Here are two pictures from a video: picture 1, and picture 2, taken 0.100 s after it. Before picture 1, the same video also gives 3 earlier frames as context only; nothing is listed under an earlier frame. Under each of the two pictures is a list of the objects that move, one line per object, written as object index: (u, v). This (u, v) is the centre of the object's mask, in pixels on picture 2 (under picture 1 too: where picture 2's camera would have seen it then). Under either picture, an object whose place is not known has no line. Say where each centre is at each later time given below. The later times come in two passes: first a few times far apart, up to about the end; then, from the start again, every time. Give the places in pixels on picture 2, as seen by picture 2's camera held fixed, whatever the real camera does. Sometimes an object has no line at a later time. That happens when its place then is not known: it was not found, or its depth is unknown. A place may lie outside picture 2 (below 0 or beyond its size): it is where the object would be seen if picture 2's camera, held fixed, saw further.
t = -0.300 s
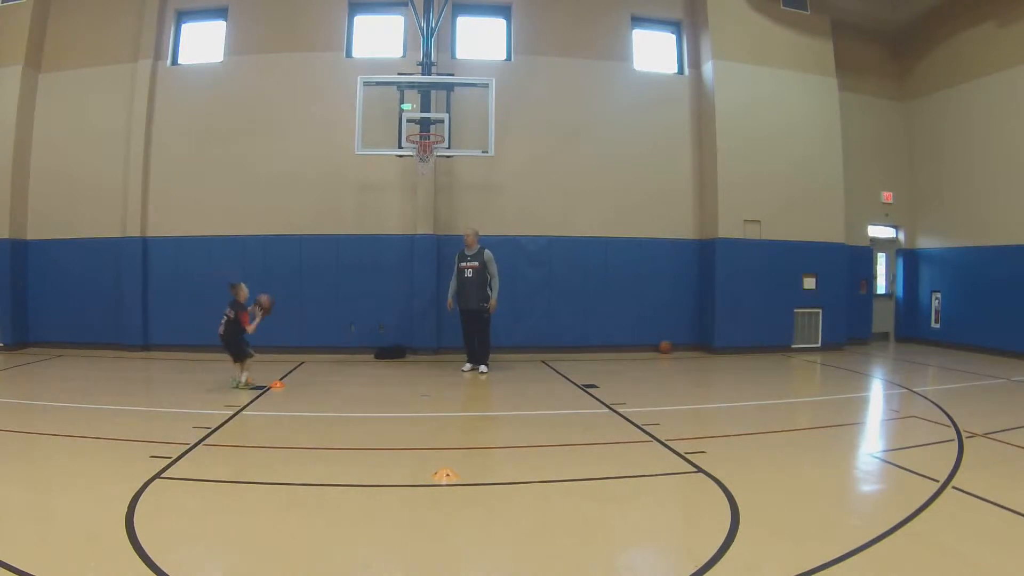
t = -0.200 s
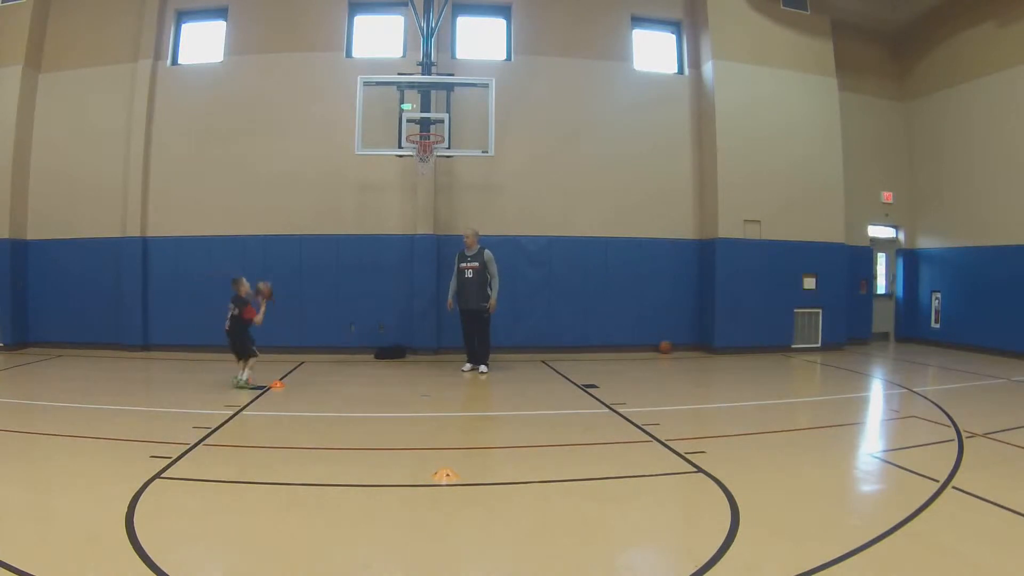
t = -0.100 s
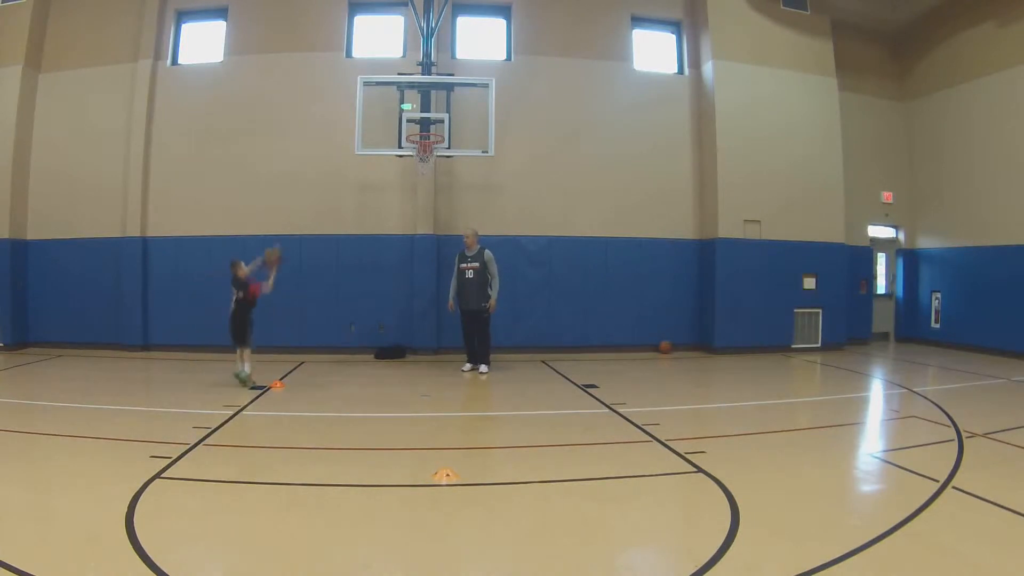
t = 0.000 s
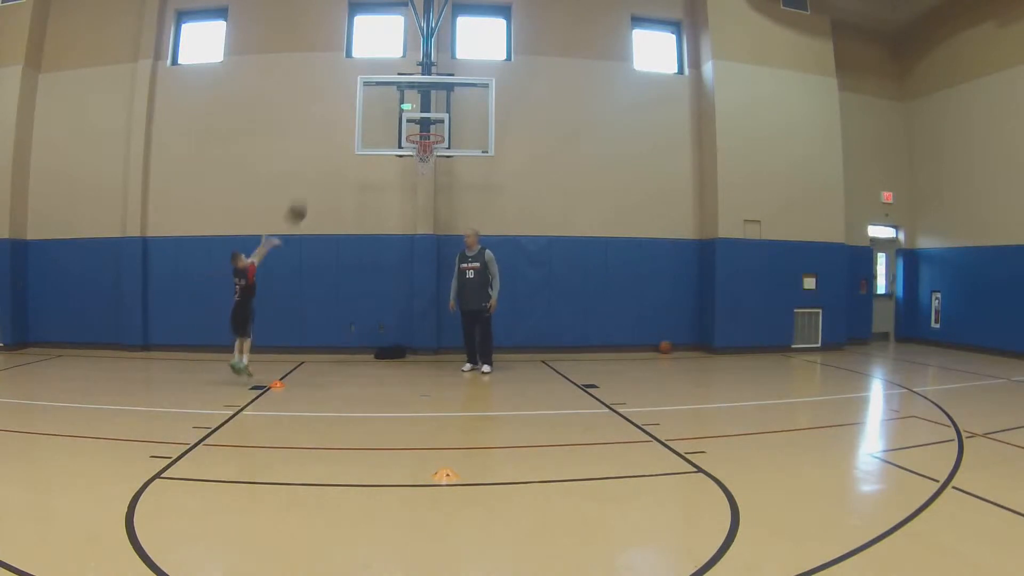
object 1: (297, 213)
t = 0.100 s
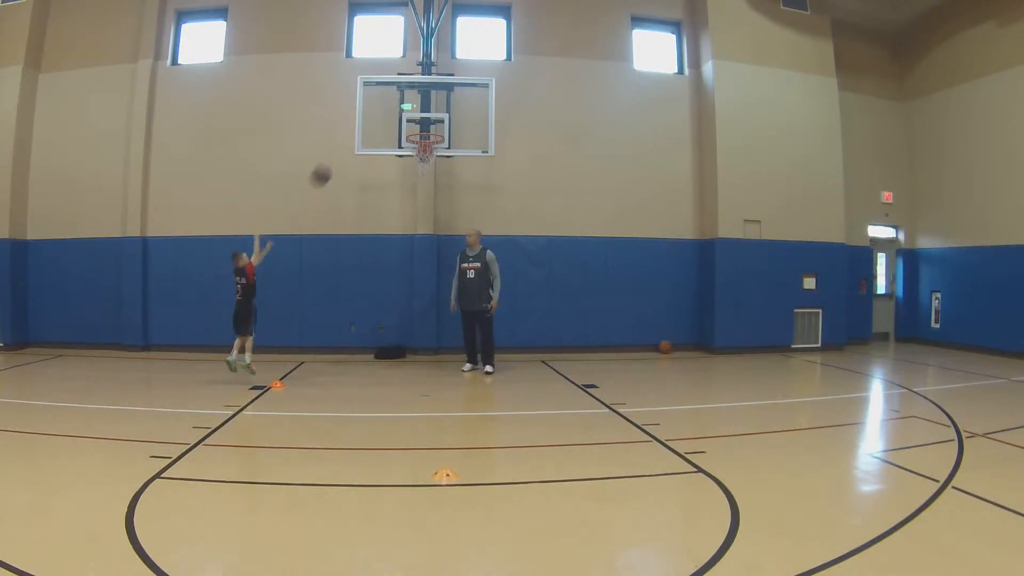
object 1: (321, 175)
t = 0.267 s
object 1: (360, 135)
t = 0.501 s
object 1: (408, 117)
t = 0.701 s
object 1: (430, 127)
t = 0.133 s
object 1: (329, 165)
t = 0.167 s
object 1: (336, 157)
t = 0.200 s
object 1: (344, 148)
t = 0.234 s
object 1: (352, 141)
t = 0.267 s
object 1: (360, 135)
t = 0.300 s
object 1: (367, 130)
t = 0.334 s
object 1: (374, 125)
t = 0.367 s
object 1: (381, 122)
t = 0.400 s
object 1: (387, 119)
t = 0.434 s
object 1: (395, 118)
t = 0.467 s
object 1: (402, 117)
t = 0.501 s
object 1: (408, 117)
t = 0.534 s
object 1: (413, 117)
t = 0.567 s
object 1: (416, 118)
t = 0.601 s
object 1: (419, 119)
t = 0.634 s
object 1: (423, 123)
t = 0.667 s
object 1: (426, 125)
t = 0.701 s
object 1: (430, 127)
